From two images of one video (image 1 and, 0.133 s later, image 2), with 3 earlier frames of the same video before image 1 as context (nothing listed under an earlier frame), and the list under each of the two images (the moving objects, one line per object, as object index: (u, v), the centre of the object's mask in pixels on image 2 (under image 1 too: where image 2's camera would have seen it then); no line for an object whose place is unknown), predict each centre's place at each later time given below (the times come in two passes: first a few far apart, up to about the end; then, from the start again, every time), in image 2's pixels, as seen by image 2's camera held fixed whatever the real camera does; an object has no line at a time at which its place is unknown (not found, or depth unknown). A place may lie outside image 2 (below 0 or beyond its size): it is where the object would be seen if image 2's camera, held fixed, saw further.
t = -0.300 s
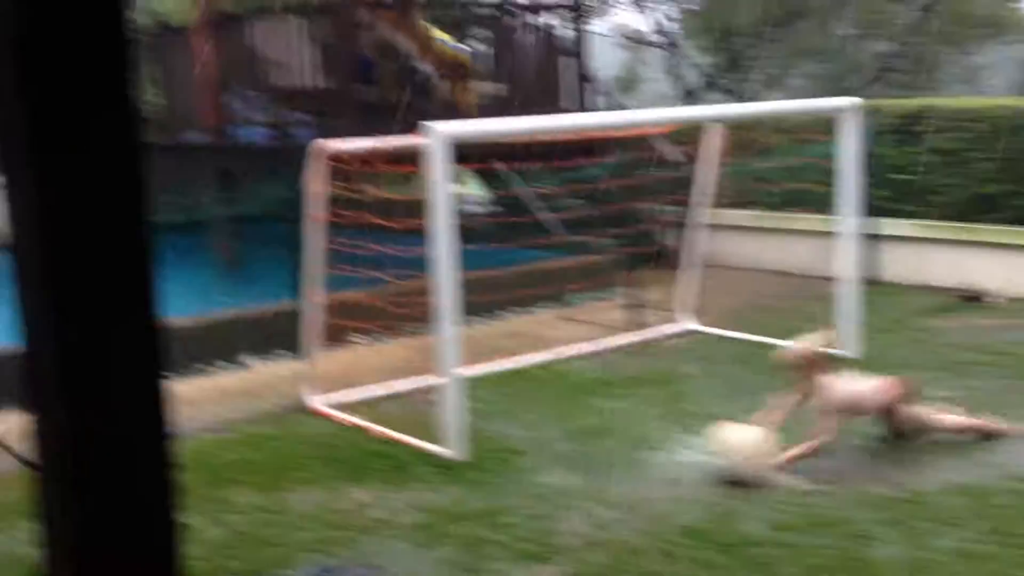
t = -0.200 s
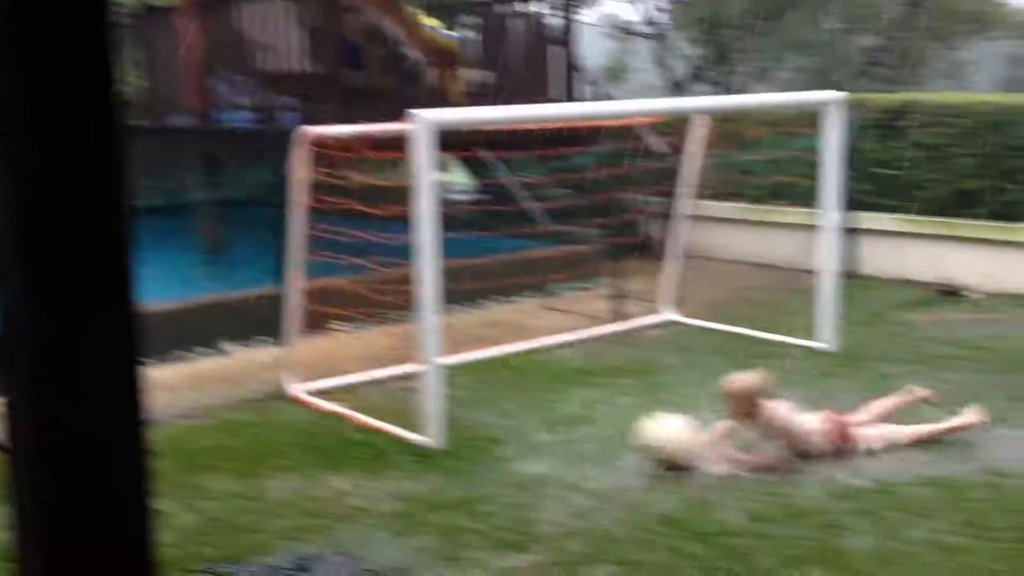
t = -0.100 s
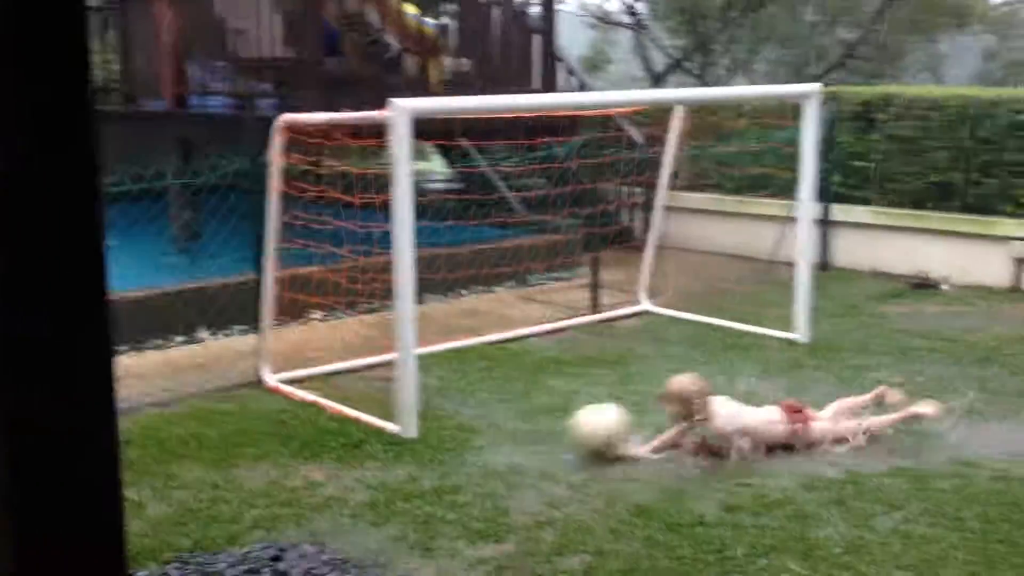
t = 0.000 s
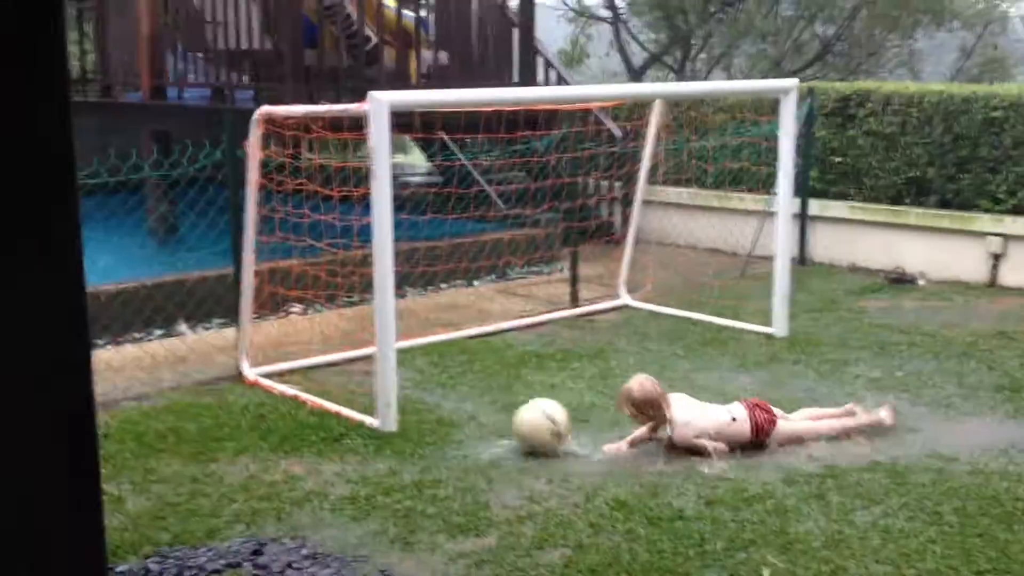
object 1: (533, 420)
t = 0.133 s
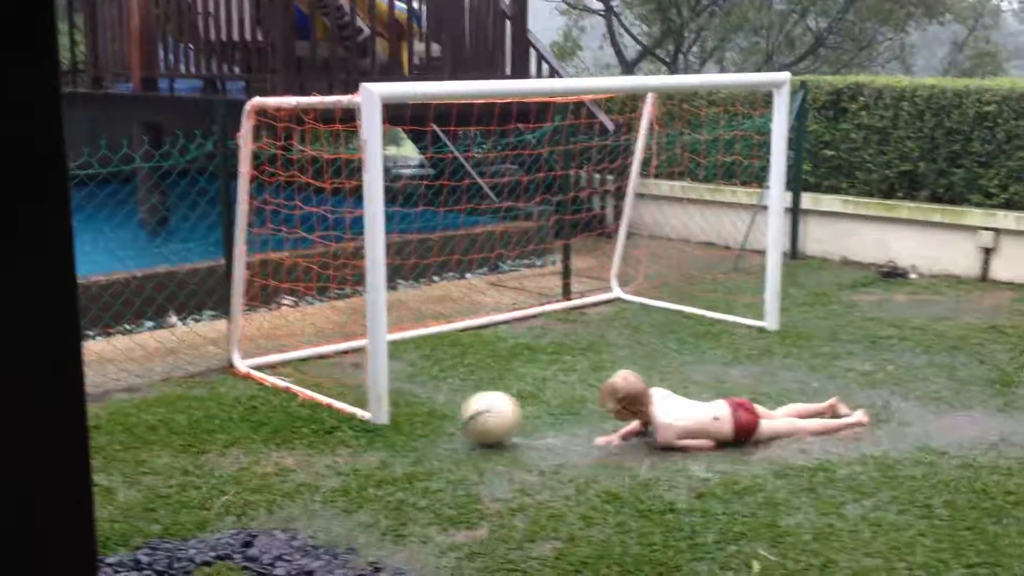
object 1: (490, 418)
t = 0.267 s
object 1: (454, 417)
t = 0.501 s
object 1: (404, 415)
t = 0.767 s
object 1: (359, 418)
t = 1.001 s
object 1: (330, 420)
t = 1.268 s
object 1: (309, 424)
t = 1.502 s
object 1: (292, 427)
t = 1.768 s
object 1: (277, 426)
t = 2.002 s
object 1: (276, 426)
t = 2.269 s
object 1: (282, 426)
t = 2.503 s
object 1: (284, 425)
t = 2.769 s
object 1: (283, 426)
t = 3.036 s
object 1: (282, 426)
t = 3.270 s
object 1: (282, 427)
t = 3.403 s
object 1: (281, 427)
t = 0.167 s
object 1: (481, 418)
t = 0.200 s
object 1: (471, 419)
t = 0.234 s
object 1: (462, 418)
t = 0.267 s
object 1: (454, 417)
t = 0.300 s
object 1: (446, 417)
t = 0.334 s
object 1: (438, 418)
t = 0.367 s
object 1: (430, 417)
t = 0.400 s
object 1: (422, 417)
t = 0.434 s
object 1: (415, 417)
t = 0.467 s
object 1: (410, 416)
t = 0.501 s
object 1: (404, 415)
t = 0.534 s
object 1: (396, 415)
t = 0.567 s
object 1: (391, 415)
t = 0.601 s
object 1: (385, 416)
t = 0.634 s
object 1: (380, 417)
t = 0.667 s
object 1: (375, 418)
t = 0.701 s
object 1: (369, 418)
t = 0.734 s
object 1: (363, 419)
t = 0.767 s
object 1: (359, 418)
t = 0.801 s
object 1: (356, 419)
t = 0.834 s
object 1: (348, 420)
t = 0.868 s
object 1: (344, 420)
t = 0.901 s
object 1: (341, 420)
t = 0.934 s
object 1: (337, 420)
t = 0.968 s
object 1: (333, 420)
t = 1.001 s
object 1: (330, 420)
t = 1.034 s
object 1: (327, 420)
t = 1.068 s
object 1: (324, 420)
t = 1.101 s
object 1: (321, 421)
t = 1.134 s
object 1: (319, 422)
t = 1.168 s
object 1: (316, 422)
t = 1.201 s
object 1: (315, 422)
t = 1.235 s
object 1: (313, 423)
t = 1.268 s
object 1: (309, 424)
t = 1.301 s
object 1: (306, 425)
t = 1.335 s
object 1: (304, 425)
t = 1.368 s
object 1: (302, 426)
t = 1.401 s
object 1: (299, 426)
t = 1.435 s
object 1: (297, 426)
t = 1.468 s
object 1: (294, 426)
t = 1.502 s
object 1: (292, 427)
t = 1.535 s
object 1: (290, 426)
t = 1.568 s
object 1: (288, 427)
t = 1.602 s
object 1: (285, 426)
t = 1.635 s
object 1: (284, 427)
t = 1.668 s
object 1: (282, 427)
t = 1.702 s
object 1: (280, 427)
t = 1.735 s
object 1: (279, 426)
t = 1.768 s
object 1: (277, 426)
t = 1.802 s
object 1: (276, 426)
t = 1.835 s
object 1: (276, 426)
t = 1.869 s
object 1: (275, 425)
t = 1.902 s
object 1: (275, 426)
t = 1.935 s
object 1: (275, 426)
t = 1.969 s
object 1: (275, 426)
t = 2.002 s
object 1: (276, 426)
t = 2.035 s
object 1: (276, 426)
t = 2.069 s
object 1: (277, 427)
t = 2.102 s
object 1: (278, 426)
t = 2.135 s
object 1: (278, 426)
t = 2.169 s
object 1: (279, 426)
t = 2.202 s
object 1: (280, 426)
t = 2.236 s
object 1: (281, 425)
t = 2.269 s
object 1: (282, 426)
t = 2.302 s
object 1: (283, 426)
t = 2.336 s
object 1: (283, 425)
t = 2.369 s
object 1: (283, 426)
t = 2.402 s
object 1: (283, 426)
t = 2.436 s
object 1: (283, 426)
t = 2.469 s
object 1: (284, 425)
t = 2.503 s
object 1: (284, 425)
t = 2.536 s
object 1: (284, 425)
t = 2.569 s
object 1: (284, 425)
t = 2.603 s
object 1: (284, 426)
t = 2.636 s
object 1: (284, 426)
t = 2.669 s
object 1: (284, 425)
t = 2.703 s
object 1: (284, 426)
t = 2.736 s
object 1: (284, 426)
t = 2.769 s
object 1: (283, 426)
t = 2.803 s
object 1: (283, 426)
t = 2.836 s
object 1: (283, 426)
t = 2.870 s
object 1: (283, 426)
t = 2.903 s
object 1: (283, 427)
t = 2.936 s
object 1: (283, 427)
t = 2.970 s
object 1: (283, 427)
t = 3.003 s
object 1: (282, 426)
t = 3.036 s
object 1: (282, 426)
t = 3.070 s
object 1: (282, 426)
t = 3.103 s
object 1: (282, 425)
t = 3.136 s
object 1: (282, 426)
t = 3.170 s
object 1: (282, 426)
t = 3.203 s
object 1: (282, 427)
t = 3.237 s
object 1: (282, 427)
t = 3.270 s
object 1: (282, 427)
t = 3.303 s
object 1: (281, 427)
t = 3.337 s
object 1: (282, 427)
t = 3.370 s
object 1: (282, 427)
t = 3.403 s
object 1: (281, 427)
